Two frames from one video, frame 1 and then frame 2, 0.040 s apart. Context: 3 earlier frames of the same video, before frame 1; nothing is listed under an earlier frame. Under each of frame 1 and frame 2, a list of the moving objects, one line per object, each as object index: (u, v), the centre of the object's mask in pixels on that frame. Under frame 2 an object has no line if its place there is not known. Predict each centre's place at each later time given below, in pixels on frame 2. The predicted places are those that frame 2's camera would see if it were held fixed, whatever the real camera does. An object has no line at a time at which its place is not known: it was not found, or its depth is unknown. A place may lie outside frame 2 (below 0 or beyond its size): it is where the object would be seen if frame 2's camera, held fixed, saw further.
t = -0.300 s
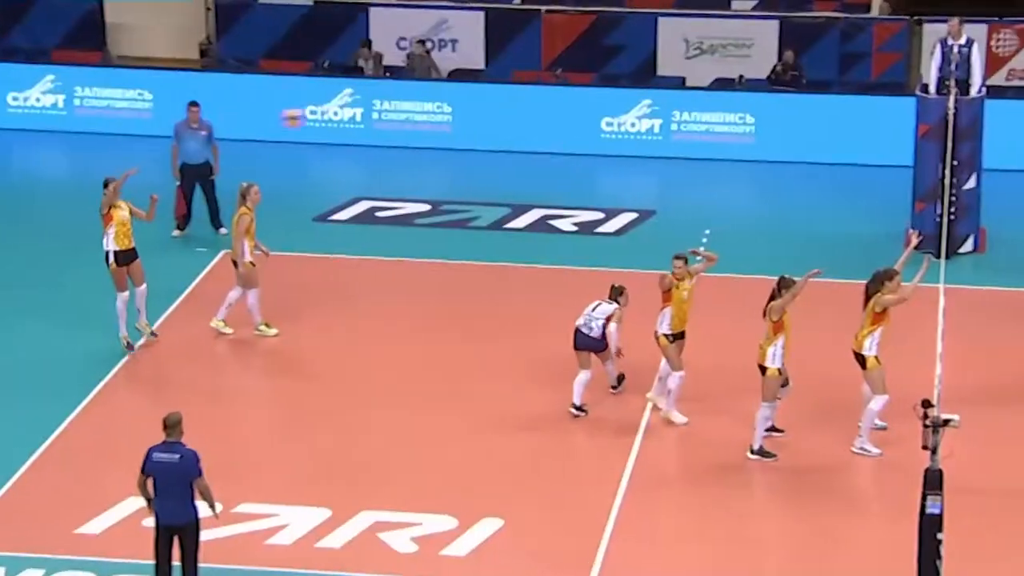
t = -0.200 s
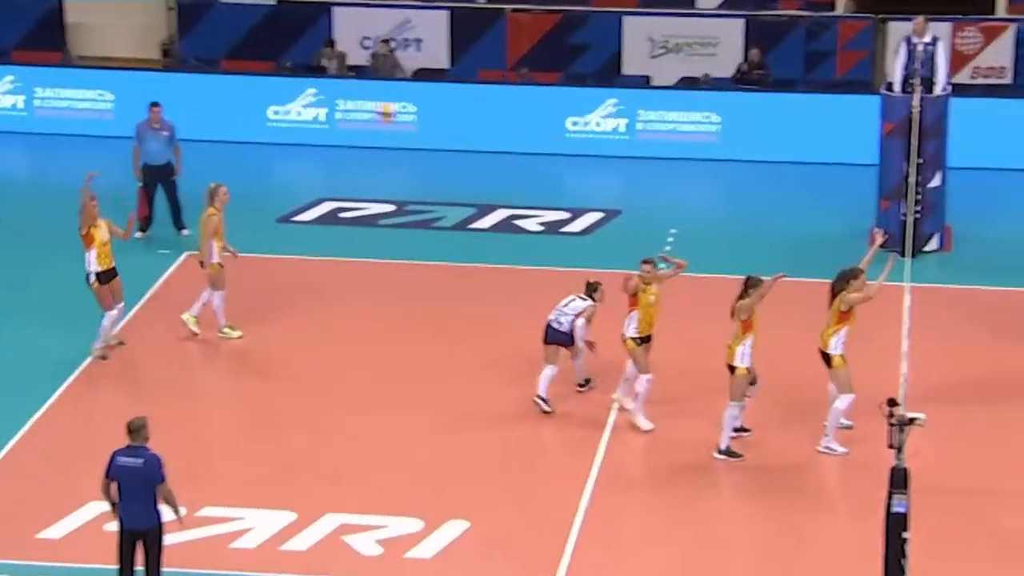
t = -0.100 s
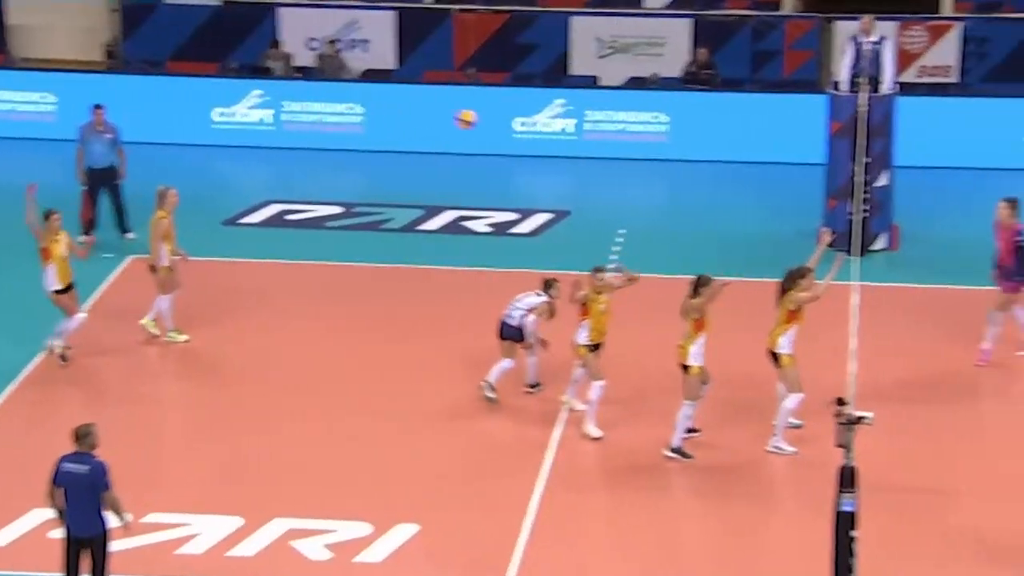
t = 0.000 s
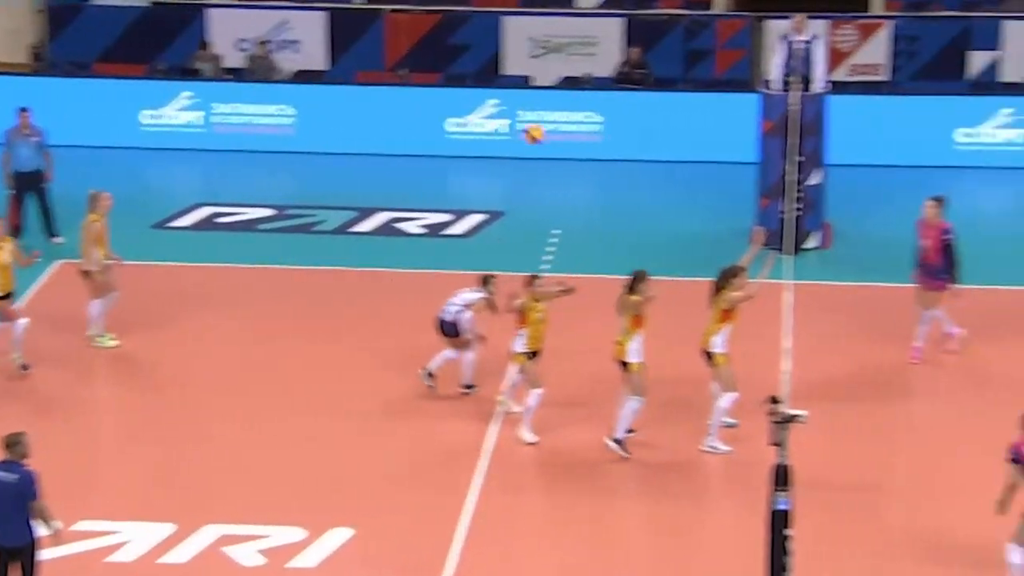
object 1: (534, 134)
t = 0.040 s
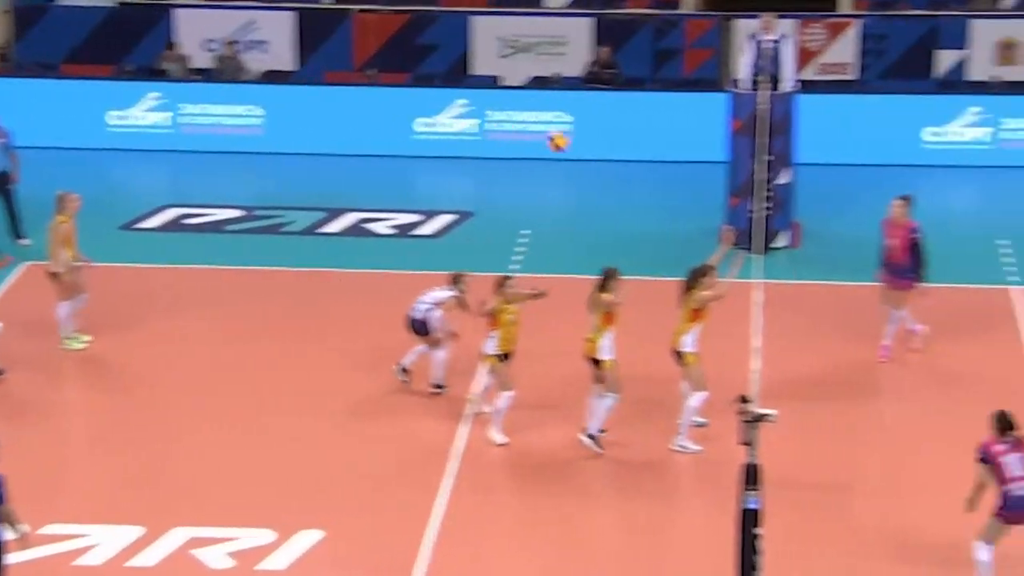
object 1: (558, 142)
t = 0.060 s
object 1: (584, 145)
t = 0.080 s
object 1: (612, 150)
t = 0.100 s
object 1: (640, 155)
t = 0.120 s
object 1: (669, 160)
